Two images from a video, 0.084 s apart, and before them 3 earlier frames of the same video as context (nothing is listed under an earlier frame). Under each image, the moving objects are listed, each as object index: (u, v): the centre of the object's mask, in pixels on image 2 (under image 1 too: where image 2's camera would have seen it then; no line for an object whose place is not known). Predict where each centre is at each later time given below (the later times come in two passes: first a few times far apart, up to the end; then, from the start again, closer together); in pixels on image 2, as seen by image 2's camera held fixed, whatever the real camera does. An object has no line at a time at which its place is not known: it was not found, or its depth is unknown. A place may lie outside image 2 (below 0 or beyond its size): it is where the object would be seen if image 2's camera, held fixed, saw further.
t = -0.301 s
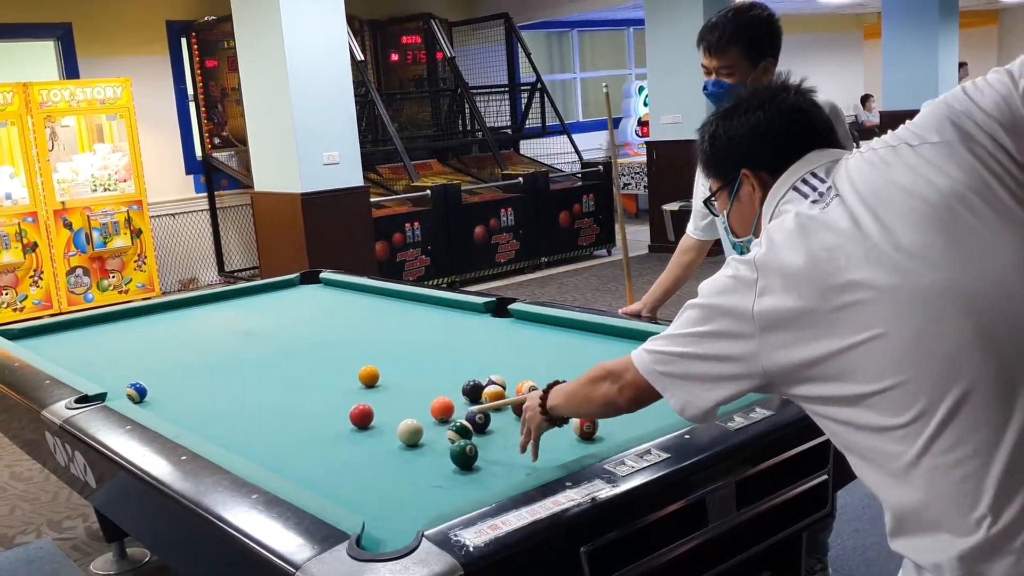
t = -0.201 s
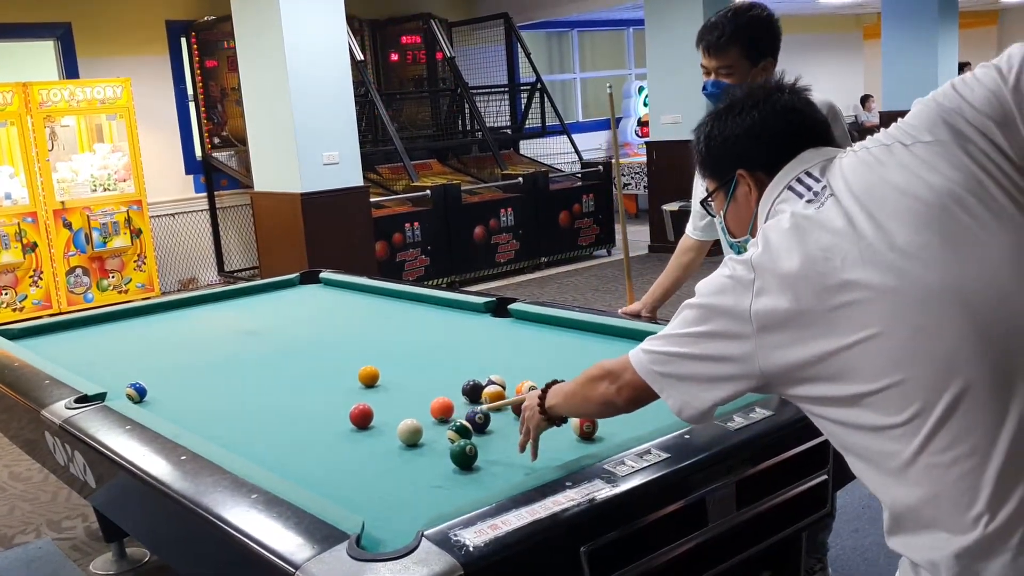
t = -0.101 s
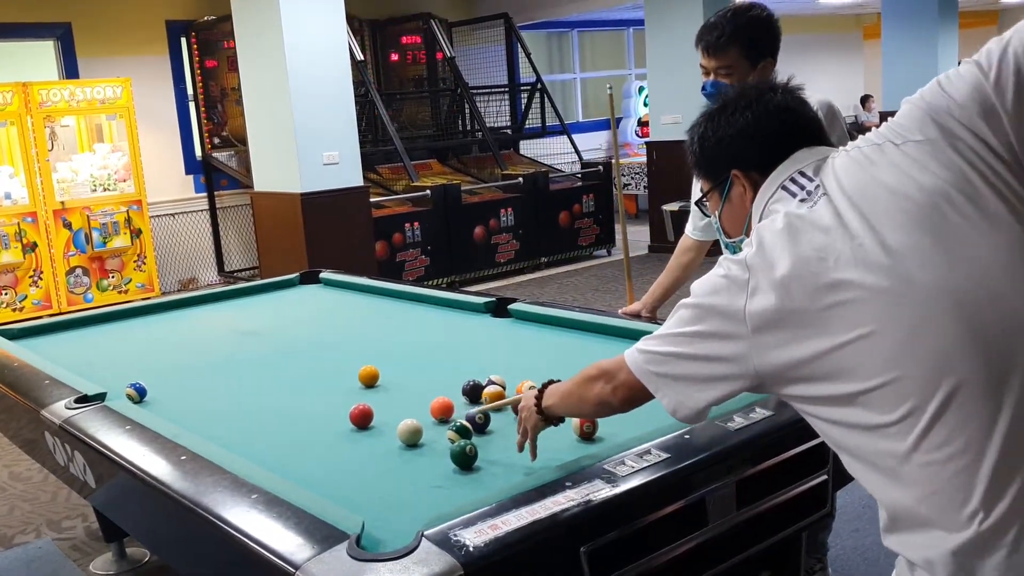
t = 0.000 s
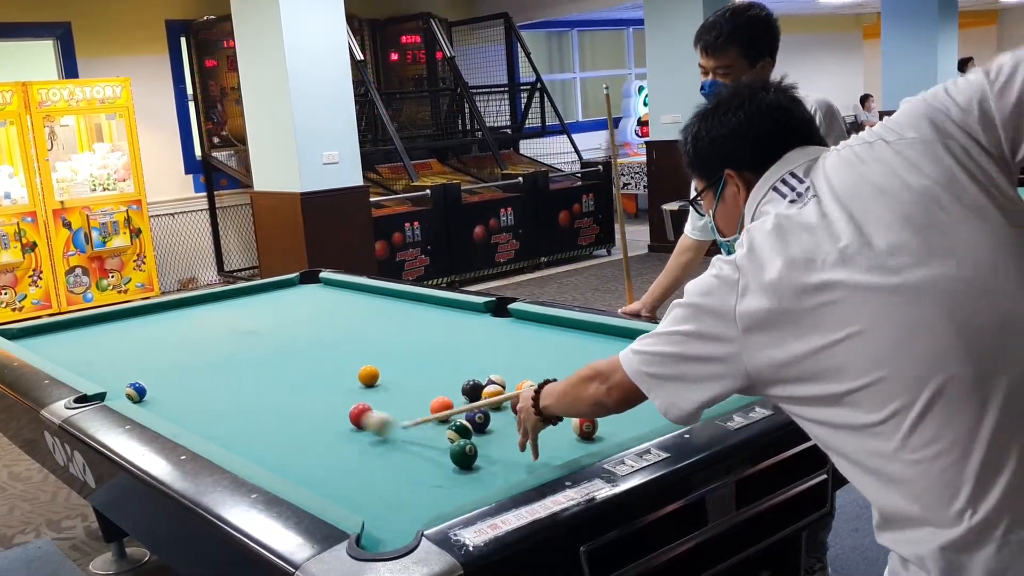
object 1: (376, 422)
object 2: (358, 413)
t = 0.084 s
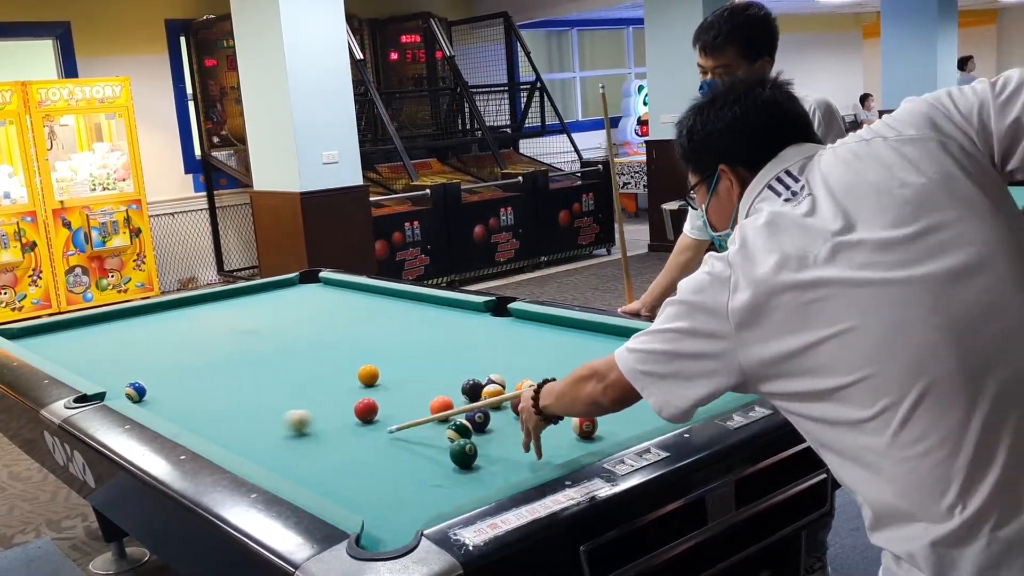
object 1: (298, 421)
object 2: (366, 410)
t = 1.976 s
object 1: (306, 293)
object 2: (453, 320)
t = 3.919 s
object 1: (360, 337)
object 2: (426, 307)
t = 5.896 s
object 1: (345, 377)
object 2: (425, 307)
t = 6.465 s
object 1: (344, 377)
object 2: (425, 307)
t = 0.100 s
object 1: (284, 421)
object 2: (367, 409)
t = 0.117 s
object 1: (268, 421)
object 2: (369, 407)
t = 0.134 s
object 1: (253, 421)
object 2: (370, 406)
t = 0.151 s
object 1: (240, 421)
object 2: (371, 405)
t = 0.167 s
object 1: (226, 420)
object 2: (373, 404)
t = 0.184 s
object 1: (213, 420)
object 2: (374, 402)
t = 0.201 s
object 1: (201, 420)
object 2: (375, 401)
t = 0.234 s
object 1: (175, 415)
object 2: (378, 399)
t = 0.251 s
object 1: (166, 413)
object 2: (379, 397)
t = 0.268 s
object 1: (166, 412)
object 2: (380, 396)
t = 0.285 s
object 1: (166, 410)
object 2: (381, 395)
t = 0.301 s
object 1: (166, 408)
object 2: (382, 394)
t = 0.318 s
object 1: (166, 406)
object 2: (383, 393)
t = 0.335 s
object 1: (166, 404)
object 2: (384, 392)
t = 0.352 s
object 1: (166, 401)
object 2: (385, 391)
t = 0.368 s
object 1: (166, 399)
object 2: (387, 389)
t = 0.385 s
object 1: (166, 396)
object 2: (388, 388)
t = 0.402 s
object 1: (166, 394)
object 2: (389, 387)
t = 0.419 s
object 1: (167, 391)
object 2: (390, 386)
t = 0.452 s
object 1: (167, 387)
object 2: (392, 384)
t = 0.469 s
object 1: (167, 385)
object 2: (393, 383)
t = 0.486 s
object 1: (167, 383)
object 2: (394, 382)
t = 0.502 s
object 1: (167, 380)
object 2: (395, 381)
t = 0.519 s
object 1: (167, 378)
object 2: (396, 380)
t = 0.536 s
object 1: (167, 376)
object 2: (397, 379)
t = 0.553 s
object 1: (167, 374)
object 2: (398, 378)
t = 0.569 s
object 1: (167, 372)
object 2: (399, 377)
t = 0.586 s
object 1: (167, 370)
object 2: (400, 376)
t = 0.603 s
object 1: (167, 368)
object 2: (401, 375)
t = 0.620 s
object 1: (167, 367)
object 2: (402, 374)
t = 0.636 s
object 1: (167, 365)
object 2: (403, 373)
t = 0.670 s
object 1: (167, 361)
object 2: (405, 371)
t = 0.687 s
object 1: (168, 360)
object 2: (406, 370)
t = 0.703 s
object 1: (168, 358)
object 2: (406, 370)
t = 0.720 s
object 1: (168, 356)
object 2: (407, 369)
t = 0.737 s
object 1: (168, 354)
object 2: (408, 368)
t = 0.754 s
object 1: (168, 353)
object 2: (409, 367)
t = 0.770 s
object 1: (168, 351)
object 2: (410, 366)
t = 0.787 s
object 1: (168, 349)
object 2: (411, 365)
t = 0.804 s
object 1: (168, 348)
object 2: (412, 364)
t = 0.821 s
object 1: (168, 347)
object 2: (412, 364)
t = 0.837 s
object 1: (168, 345)
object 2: (413, 363)
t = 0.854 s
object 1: (168, 344)
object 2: (414, 362)
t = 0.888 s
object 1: (169, 341)
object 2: (416, 361)
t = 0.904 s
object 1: (168, 339)
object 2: (417, 360)
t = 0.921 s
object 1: (169, 338)
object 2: (417, 359)
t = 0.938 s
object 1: (169, 336)
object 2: (418, 358)
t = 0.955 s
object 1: (169, 335)
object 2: (419, 357)
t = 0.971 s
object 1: (169, 334)
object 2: (420, 356)
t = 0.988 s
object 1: (169, 332)
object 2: (420, 355)
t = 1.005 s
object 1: (169, 331)
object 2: (421, 355)
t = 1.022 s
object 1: (169, 330)
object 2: (422, 354)
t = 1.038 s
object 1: (169, 328)
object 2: (422, 353)
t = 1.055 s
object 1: (169, 327)
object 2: (423, 352)
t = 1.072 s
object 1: (170, 326)
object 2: (424, 351)
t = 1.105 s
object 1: (170, 324)
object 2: (425, 350)
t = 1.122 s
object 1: (170, 323)
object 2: (426, 349)
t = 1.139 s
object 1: (170, 322)
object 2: (427, 349)
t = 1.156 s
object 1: (170, 320)
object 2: (427, 348)
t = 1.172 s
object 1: (170, 319)
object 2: (428, 347)
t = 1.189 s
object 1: (171, 318)
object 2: (429, 346)
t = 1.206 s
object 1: (171, 316)
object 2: (429, 346)
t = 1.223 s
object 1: (171, 315)
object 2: (430, 346)
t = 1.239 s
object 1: (171, 314)
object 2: (430, 345)
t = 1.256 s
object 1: (171, 313)
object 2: (431, 344)
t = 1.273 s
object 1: (171, 312)
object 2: (432, 343)
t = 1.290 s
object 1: (171, 311)
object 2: (432, 343)
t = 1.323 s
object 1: (171, 309)
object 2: (434, 341)
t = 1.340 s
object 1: (172, 308)
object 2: (434, 341)
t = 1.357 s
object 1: (171, 307)
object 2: (435, 340)
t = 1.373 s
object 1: (172, 306)
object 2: (435, 340)
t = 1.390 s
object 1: (172, 305)
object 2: (436, 339)
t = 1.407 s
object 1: (172, 304)
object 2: (437, 338)
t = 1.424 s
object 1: (174, 303)
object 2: (437, 337)
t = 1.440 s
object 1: (178, 303)
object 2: (438, 337)
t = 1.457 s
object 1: (182, 302)
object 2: (438, 337)
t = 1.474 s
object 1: (186, 302)
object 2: (439, 336)
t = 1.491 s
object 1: (190, 302)
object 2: (439, 335)
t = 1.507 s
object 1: (194, 301)
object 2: (440, 335)
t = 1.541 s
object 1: (202, 301)
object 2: (441, 334)
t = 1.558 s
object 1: (207, 300)
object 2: (441, 333)
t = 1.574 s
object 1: (211, 300)
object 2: (442, 332)
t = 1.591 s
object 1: (215, 300)
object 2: (442, 332)
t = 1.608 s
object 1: (219, 300)
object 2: (443, 331)
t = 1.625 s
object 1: (223, 299)
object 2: (443, 331)
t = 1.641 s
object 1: (227, 299)
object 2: (444, 330)
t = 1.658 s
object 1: (231, 298)
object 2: (444, 330)
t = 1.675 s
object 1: (235, 298)
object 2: (445, 329)
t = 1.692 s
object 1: (239, 298)
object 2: (445, 328)
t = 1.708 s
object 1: (243, 298)
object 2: (446, 328)
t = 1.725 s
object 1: (247, 297)
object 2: (446, 327)
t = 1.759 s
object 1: (255, 296)
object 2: (447, 326)
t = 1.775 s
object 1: (259, 296)
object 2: (448, 326)
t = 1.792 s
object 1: (262, 296)
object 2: (448, 325)
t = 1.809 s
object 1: (267, 296)
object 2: (449, 325)
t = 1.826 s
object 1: (270, 295)
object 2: (449, 324)
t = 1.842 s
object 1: (275, 295)
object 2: (449, 324)
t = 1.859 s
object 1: (278, 295)
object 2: (450, 324)
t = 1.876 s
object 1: (282, 294)
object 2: (450, 323)
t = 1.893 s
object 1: (286, 294)
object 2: (451, 322)
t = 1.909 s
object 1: (291, 293)
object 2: (451, 322)
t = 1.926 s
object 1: (295, 293)
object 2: (452, 321)
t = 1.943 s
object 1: (298, 293)
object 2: (452, 321)
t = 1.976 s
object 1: (306, 293)
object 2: (453, 320)
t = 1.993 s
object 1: (310, 293)
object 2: (454, 319)
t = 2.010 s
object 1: (314, 293)
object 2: (454, 319)
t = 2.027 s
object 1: (318, 292)
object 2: (454, 319)
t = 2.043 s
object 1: (322, 291)
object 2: (455, 318)
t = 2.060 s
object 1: (326, 291)
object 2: (455, 318)
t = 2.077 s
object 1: (329, 290)
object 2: (456, 317)
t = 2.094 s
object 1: (333, 290)
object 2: (456, 317)
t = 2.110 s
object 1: (337, 290)
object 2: (456, 316)
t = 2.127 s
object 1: (341, 289)
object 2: (457, 315)
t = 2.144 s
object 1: (345, 289)
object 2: (457, 315)
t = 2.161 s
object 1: (348, 289)
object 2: (458, 315)
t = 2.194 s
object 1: (356, 288)
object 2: (458, 314)
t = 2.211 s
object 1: (359, 288)
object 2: (459, 314)
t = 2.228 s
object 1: (362, 288)
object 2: (459, 313)
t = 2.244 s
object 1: (364, 288)
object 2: (459, 313)
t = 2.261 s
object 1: (364, 289)
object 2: (460, 312)
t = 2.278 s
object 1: (364, 289)
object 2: (460, 312)
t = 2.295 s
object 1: (364, 289)
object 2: (460, 311)
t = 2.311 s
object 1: (363, 290)
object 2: (461, 311)
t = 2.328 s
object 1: (363, 290)
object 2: (461, 311)
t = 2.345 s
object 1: (363, 291)
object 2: (461, 310)
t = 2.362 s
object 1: (363, 292)
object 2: (462, 310)
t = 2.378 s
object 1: (363, 292)
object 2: (462, 310)
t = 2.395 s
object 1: (363, 292)
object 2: (462, 309)
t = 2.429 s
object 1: (363, 293)
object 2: (463, 309)
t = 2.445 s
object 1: (363, 294)
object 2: (463, 308)
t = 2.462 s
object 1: (363, 294)
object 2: (464, 308)
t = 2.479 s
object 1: (363, 294)
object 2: (464, 307)
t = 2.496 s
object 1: (363, 295)
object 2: (464, 307)
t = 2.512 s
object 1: (363, 296)
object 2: (465, 307)
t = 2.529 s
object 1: (363, 296)
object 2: (465, 306)
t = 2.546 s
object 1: (363, 296)
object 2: (465, 306)
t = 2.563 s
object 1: (362, 297)
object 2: (465, 306)
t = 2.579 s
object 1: (362, 298)
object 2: (465, 306)
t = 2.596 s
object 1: (362, 298)
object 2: (464, 306)
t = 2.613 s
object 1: (362, 299)
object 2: (464, 306)
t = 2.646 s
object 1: (362, 300)
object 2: (462, 306)
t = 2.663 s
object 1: (362, 300)
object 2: (462, 306)
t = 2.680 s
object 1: (362, 300)
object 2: (461, 306)
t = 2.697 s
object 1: (362, 301)
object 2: (459, 306)
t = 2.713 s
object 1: (362, 302)
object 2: (459, 306)
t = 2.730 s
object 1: (362, 302)
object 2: (458, 306)
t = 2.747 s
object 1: (362, 303)
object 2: (457, 306)
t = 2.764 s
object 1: (362, 303)
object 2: (457, 306)
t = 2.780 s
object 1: (362, 304)
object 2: (456, 306)
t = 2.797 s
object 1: (362, 304)
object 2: (455, 306)
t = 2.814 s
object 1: (362, 304)
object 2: (455, 306)
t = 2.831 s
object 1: (362, 305)
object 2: (454, 306)
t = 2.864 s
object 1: (362, 306)
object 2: (452, 306)
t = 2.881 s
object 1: (362, 306)
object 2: (452, 306)
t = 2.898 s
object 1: (362, 307)
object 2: (451, 306)
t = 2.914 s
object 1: (361, 307)
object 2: (450, 306)
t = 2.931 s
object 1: (361, 308)
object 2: (450, 306)
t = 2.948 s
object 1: (361, 308)
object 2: (449, 306)
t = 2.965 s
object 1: (361, 309)
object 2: (448, 306)
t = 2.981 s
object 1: (361, 309)
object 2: (448, 306)
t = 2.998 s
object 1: (361, 310)
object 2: (447, 306)
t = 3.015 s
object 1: (361, 310)
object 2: (446, 306)
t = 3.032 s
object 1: (361, 311)
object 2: (446, 307)
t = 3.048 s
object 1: (361, 311)
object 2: (445, 306)
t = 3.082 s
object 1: (361, 312)
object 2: (444, 307)
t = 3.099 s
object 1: (361, 312)
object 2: (443, 307)
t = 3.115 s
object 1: (361, 313)
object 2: (443, 307)
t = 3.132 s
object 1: (361, 313)
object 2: (442, 307)
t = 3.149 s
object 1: (361, 314)
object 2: (442, 307)
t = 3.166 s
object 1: (361, 314)
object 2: (441, 307)
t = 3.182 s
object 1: (361, 315)
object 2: (440, 307)
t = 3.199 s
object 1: (361, 316)
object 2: (440, 307)
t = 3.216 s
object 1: (361, 316)
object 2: (439, 307)
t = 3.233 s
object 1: (361, 316)
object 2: (439, 307)
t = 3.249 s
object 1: (361, 317)
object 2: (438, 307)
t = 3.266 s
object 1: (361, 317)
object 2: (438, 307)
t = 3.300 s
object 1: (361, 318)
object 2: (437, 307)
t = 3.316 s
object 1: (361, 319)
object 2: (437, 307)
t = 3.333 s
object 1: (361, 319)
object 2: (436, 307)
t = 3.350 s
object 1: (361, 320)
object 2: (436, 307)
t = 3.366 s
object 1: (361, 320)
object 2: (435, 307)
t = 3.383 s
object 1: (361, 321)
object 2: (435, 307)
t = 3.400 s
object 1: (361, 321)
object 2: (434, 307)
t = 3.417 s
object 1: (361, 322)
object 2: (434, 307)
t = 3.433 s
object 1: (361, 322)
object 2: (433, 307)
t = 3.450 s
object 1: (361, 323)
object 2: (433, 307)
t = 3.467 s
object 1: (361, 323)
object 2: (433, 307)
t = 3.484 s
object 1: (361, 324)
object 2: (432, 307)
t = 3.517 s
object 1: (361, 325)
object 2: (432, 307)
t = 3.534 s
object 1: (361, 325)
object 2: (431, 307)
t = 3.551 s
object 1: (361, 326)
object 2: (431, 307)
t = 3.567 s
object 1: (361, 326)
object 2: (431, 307)
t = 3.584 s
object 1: (361, 327)
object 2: (431, 307)
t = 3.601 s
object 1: (361, 327)
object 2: (430, 307)
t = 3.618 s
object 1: (360, 328)
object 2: (430, 307)
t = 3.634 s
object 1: (361, 328)
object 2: (429, 307)
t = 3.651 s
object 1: (361, 329)
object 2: (429, 307)
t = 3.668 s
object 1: (361, 329)
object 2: (429, 307)
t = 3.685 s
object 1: (361, 330)
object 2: (429, 307)
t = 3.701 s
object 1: (361, 331)
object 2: (428, 307)
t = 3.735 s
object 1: (361, 331)
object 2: (428, 307)
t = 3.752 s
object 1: (361, 332)
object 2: (427, 307)
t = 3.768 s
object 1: (360, 332)
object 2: (427, 307)
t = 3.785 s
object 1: (360, 333)
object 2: (427, 307)
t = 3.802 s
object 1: (360, 333)
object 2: (427, 307)
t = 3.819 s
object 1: (360, 333)
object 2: (427, 307)
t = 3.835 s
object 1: (361, 334)
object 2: (426, 307)
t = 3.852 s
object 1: (361, 335)
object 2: (426, 307)
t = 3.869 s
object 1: (360, 336)
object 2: (426, 307)
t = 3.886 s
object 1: (360, 336)
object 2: (426, 307)
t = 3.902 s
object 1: (360, 337)
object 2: (426, 307)
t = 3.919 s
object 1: (360, 337)
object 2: (426, 307)
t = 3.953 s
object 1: (360, 338)
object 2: (425, 307)
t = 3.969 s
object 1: (361, 339)
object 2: (425, 307)
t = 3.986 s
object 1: (361, 339)
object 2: (425, 307)
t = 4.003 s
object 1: (361, 340)
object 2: (425, 307)
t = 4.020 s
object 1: (360, 340)
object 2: (425, 307)
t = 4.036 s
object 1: (361, 341)
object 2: (425, 307)
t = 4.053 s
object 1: (361, 341)
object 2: (425, 307)
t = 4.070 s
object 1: (361, 342)
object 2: (425, 307)
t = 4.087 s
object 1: (361, 342)
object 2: (425, 307)
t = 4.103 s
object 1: (361, 343)
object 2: (425, 307)
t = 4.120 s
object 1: (361, 343)
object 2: (425, 307)
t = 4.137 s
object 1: (361, 344)
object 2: (425, 307)
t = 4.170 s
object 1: (361, 345)
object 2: (425, 307)
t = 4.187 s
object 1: (361, 345)
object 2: (425, 307)
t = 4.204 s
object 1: (361, 346)
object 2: (425, 307)
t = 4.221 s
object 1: (361, 346)
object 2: (425, 307)
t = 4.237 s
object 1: (361, 347)
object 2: (425, 307)
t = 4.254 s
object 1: (361, 347)
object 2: (425, 307)
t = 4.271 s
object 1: (361, 348)
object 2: (425, 307)
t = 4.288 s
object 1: (361, 348)
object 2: (425, 307)
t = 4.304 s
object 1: (361, 349)
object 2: (425, 308)
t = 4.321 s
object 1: (361, 350)
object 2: (425, 307)
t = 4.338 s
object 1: (360, 350)
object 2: (425, 307)
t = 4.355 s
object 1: (360, 351)
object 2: (425, 308)
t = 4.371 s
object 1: (361, 351)
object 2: (425, 307)
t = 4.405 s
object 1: (360, 352)
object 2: (425, 307)
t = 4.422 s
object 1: (360, 353)
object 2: (425, 307)
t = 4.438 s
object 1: (360, 353)
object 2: (425, 307)
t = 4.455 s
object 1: (360, 354)
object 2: (425, 307)
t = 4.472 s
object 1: (360, 354)
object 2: (425, 308)
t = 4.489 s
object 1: (360, 355)
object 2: (425, 307)
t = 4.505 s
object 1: (360, 355)
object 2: (425, 307)
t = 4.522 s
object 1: (360, 355)
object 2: (425, 308)
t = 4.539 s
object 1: (360, 356)
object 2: (425, 307)
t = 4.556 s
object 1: (360, 356)
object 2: (425, 307)
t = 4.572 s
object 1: (360, 356)
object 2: (425, 307)
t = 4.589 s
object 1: (360, 357)
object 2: (425, 307)
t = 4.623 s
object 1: (360, 358)
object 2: (425, 307)
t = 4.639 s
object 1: (360, 358)
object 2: (425, 308)
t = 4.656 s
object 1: (360, 358)
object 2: (425, 307)
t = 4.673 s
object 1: (360, 359)
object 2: (425, 307)
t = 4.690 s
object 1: (360, 359)
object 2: (425, 307)
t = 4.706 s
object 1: (359, 359)
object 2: (425, 307)
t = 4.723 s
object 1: (359, 360)
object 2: (425, 307)
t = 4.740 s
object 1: (359, 360)
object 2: (425, 307)
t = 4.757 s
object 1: (359, 361)
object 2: (425, 307)
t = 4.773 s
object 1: (359, 361)
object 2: (425, 308)
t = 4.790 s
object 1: (358, 362)
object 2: (425, 307)
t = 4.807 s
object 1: (359, 362)
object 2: (425, 307)
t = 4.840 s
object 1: (359, 362)
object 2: (425, 307)
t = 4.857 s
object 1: (358, 363)
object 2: (425, 307)
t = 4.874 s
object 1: (358, 364)
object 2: (425, 307)
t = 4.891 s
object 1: (358, 364)
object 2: (425, 307)
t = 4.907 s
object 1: (358, 364)
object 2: (425, 307)
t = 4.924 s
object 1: (357, 365)
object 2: (425, 307)
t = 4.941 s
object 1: (357, 365)
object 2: (425, 307)
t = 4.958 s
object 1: (357, 366)
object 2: (425, 307)
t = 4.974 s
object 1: (357, 367)
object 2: (425, 307)
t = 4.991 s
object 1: (357, 367)
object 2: (425, 307)
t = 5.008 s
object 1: (357, 368)
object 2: (425, 307)
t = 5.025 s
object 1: (356, 368)
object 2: (425, 307)
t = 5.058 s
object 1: (356, 369)
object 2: (425, 307)
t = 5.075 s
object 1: (356, 370)
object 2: (425, 307)
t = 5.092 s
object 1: (355, 370)
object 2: (425, 307)
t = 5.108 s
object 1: (355, 371)
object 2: (425, 307)
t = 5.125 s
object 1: (355, 371)
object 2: (425, 307)
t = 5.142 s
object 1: (355, 371)
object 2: (425, 307)
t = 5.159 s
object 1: (355, 371)
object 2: (425, 307)
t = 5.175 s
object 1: (355, 372)
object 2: (425, 307)
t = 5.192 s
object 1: (354, 372)
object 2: (425, 307)
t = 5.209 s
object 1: (354, 372)
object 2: (425, 307)
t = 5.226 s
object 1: (353, 373)
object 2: (425, 307)
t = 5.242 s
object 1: (354, 373)
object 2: (425, 307)
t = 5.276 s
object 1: (353, 373)
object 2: (425, 307)
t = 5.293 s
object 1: (353, 374)
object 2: (425, 307)
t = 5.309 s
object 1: (353, 374)
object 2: (425, 307)
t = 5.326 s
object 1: (352, 374)
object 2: (425, 307)
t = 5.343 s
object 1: (352, 374)
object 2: (425, 307)
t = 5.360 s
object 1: (352, 375)
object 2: (425, 307)
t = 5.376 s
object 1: (352, 375)
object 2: (425, 307)
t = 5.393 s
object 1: (352, 375)
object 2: (425, 307)
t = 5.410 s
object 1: (351, 375)
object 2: (425, 307)
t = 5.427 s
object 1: (351, 375)
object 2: (425, 307)
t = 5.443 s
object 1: (350, 375)
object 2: (425, 307)
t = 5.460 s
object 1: (350, 375)
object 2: (425, 307)
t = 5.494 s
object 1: (350, 376)
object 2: (425, 307)
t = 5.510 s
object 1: (349, 376)
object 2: (425, 307)
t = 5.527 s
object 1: (349, 376)
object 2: (425, 307)
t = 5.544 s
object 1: (349, 376)
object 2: (425, 307)
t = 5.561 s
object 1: (349, 376)
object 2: (425, 307)
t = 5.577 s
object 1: (348, 376)
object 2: (425, 307)
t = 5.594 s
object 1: (348, 376)
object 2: (425, 307)
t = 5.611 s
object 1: (348, 376)
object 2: (425, 307)
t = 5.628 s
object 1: (348, 377)
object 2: (425, 307)
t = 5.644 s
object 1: (347, 377)
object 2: (425, 307)
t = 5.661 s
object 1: (347, 377)
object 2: (425, 307)
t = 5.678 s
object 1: (347, 377)
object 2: (425, 307)
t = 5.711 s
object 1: (347, 377)
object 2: (425, 307)
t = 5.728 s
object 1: (346, 377)
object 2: (425, 307)
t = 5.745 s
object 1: (346, 377)
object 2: (425, 307)
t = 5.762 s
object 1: (346, 377)
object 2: (425, 307)
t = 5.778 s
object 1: (346, 377)
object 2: (425, 307)
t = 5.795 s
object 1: (346, 377)
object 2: (425, 307)
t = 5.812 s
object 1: (346, 377)
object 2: (425, 307)
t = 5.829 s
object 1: (345, 377)
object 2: (425, 307)
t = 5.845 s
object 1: (345, 378)
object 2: (425, 307)
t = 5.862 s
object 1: (345, 377)
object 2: (425, 307)
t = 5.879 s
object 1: (345, 377)
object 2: (425, 307)
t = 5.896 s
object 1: (345, 377)
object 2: (425, 307)
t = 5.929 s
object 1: (345, 377)
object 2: (425, 307)
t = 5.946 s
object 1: (345, 378)
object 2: (425, 307)
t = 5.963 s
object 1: (345, 378)
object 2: (425, 307)
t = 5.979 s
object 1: (344, 378)
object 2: (425, 307)
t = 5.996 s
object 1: (345, 377)
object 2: (425, 307)
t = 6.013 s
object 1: (344, 378)
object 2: (425, 307)
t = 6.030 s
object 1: (344, 377)
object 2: (425, 307)
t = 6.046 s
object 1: (344, 378)
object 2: (425, 307)
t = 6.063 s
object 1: (344, 378)
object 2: (425, 307)
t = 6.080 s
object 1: (344, 378)
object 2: (425, 307)
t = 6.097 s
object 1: (344, 378)
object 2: (425, 307)
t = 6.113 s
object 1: (344, 378)
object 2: (425, 307)
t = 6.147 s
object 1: (344, 378)
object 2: (425, 307)
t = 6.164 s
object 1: (344, 378)
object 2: (425, 307)
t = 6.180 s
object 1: (344, 378)
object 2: (425, 307)
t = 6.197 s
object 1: (344, 378)
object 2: (425, 307)
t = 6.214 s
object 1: (344, 378)
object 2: (425, 307)
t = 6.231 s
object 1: (344, 377)
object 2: (425, 307)
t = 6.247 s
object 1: (344, 378)
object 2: (425, 307)
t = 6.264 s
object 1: (344, 378)
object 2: (425, 307)
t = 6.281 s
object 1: (344, 378)
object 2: (425, 307)
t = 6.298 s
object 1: (344, 377)
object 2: (425, 307)
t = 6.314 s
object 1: (344, 378)
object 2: (425, 307)
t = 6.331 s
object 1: (344, 377)
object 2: (425, 307)
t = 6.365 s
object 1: (344, 377)
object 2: (425, 307)
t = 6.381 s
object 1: (344, 377)
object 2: (425, 307)
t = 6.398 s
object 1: (344, 378)
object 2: (425, 307)
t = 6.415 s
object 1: (344, 378)
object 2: (425, 307)
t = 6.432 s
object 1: (344, 377)
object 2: (425, 307)
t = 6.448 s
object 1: (344, 377)
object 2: (425, 307)
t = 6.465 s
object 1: (344, 377)
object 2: (425, 307)
